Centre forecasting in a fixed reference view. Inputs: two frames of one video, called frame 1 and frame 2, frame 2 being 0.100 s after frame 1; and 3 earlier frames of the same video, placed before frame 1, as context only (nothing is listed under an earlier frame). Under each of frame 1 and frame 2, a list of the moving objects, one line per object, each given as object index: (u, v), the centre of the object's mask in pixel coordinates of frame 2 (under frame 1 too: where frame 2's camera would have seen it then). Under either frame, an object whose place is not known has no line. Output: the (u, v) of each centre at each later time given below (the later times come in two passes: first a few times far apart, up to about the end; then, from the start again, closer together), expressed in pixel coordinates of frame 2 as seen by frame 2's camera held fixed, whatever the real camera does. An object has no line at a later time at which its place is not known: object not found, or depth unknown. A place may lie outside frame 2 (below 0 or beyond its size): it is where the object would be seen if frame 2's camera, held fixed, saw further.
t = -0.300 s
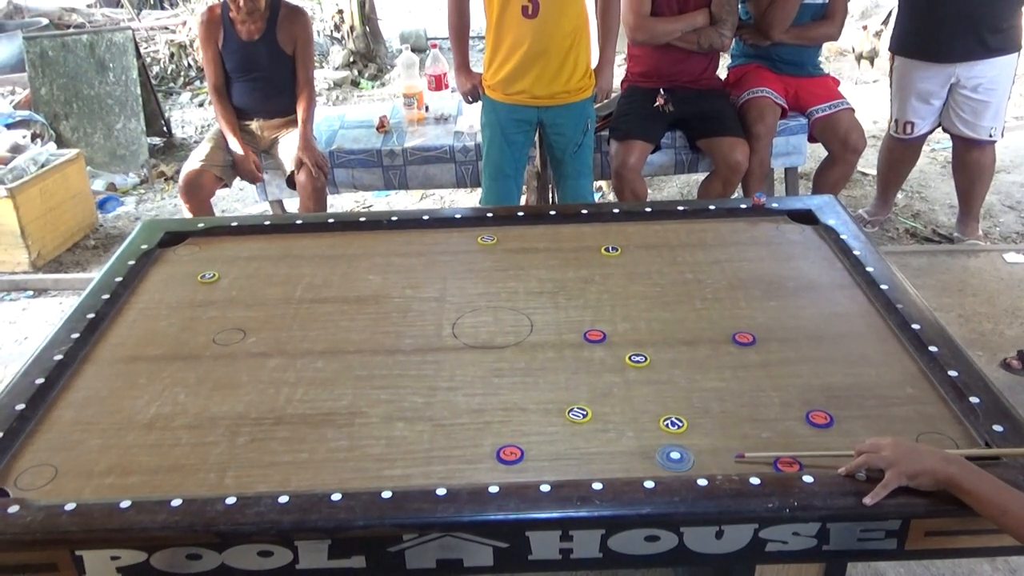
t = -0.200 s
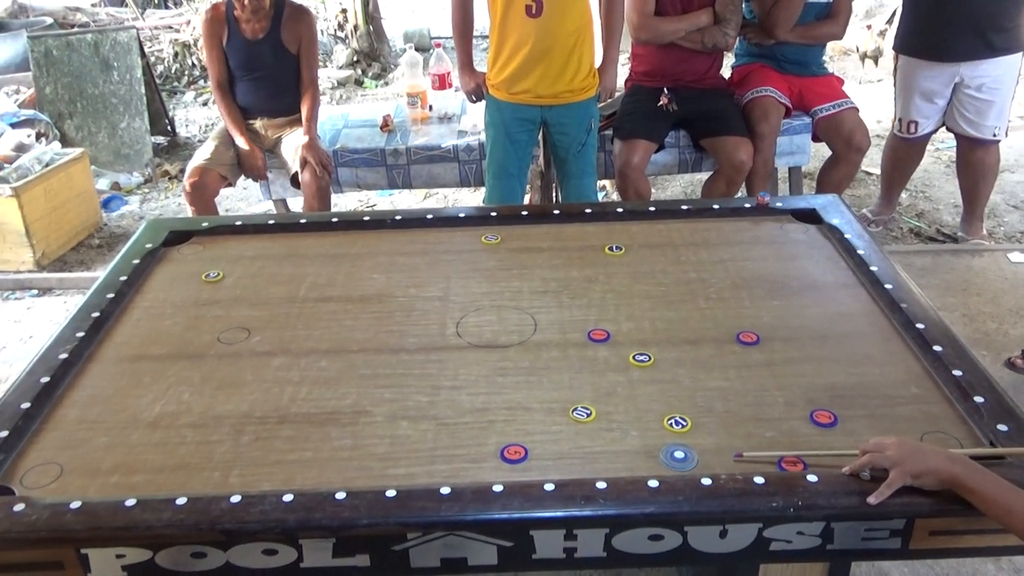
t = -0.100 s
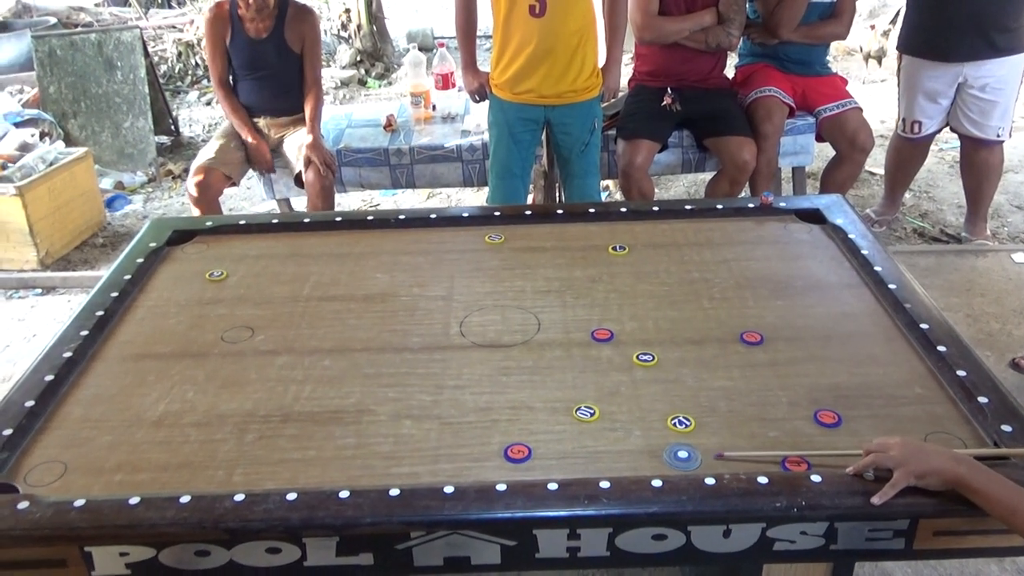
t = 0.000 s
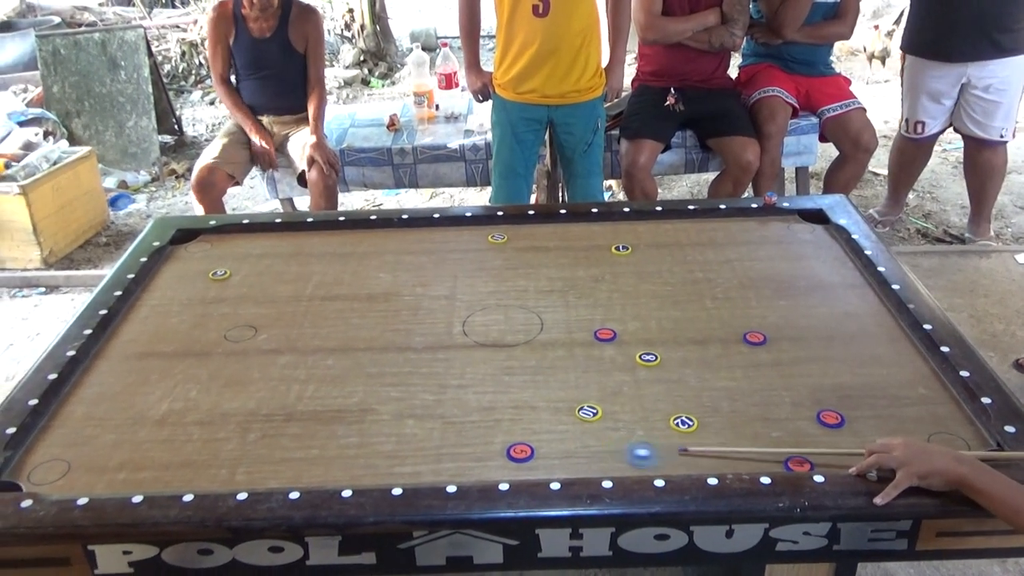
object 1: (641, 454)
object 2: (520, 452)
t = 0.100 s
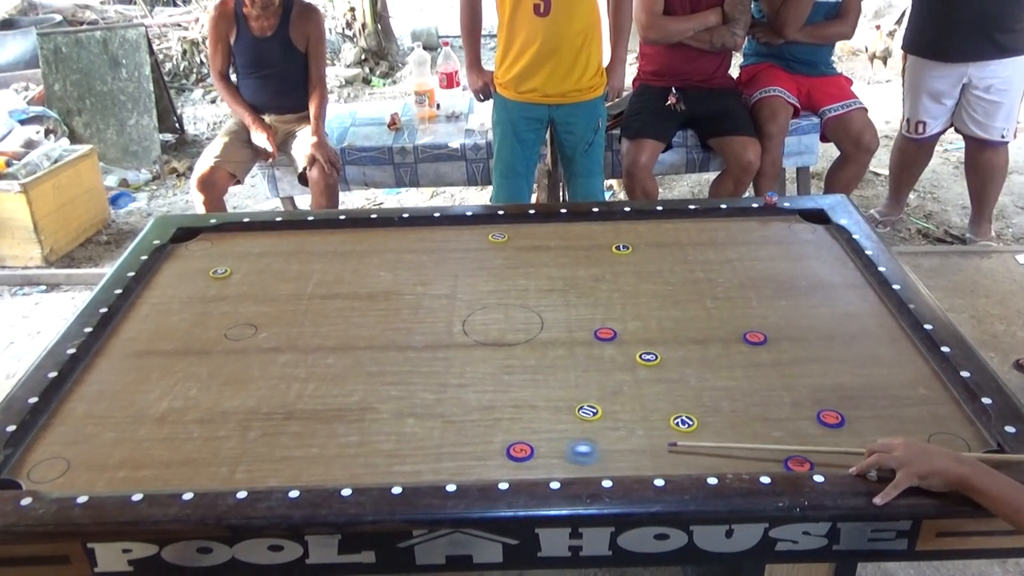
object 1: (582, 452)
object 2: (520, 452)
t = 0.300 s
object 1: (512, 445)
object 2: (410, 458)
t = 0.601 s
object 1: (455, 441)
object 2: (209, 469)
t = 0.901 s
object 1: (430, 440)
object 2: (45, 477)
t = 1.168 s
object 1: (428, 439)
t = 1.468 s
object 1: (428, 439)
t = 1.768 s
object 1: (428, 439)
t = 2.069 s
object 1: (428, 439)
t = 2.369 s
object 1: (428, 439)
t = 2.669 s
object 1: (423, 437)
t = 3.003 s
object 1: (432, 438)
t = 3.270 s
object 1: (429, 439)
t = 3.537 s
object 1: (428, 439)
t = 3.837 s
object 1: (428, 439)
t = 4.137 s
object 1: (428, 439)
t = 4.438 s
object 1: (428, 439)
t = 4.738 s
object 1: (428, 439)
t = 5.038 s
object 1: (428, 439)
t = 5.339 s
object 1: (428, 439)
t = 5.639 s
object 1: (428, 439)
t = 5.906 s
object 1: (427, 439)
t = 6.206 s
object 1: (428, 439)
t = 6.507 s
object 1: (428, 439)
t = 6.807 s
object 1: (428, 439)
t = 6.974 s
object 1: (428, 439)
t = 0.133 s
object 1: (565, 450)
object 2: (520, 452)
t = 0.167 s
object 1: (548, 450)
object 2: (512, 452)
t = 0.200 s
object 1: (539, 448)
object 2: (485, 454)
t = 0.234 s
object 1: (529, 447)
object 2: (460, 455)
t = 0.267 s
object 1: (521, 447)
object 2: (434, 457)
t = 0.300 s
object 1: (512, 445)
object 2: (410, 458)
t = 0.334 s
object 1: (504, 444)
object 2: (386, 460)
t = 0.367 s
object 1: (498, 444)
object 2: (362, 461)
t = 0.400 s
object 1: (490, 443)
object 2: (339, 462)
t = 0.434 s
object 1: (483, 442)
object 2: (316, 464)
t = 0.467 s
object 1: (476, 442)
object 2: (294, 465)
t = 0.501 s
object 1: (470, 441)
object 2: (272, 466)
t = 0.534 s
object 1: (465, 441)
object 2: (250, 467)
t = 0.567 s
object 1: (461, 441)
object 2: (230, 468)
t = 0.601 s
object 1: (455, 441)
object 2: (209, 469)
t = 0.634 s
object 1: (450, 441)
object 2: (190, 470)
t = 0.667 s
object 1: (446, 441)
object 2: (170, 471)
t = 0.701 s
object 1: (443, 441)
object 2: (151, 472)
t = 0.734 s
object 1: (440, 441)
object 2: (133, 473)
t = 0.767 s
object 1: (437, 440)
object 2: (114, 474)
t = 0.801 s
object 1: (435, 440)
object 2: (97, 475)
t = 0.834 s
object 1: (433, 440)
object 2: (79, 476)
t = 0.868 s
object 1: (431, 440)
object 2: (62, 477)
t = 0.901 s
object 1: (430, 440)
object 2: (45, 477)
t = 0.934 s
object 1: (429, 439)
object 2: (30, 478)
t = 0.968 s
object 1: (429, 439)
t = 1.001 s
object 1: (428, 439)
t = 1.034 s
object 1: (428, 439)
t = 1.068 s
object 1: (428, 439)
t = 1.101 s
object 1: (428, 439)
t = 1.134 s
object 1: (428, 439)
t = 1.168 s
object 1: (428, 439)
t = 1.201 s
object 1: (428, 439)
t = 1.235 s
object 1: (428, 439)
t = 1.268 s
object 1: (428, 439)
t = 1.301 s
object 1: (428, 439)
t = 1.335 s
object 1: (428, 439)
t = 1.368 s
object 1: (428, 439)
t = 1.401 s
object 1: (428, 439)
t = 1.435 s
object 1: (428, 439)
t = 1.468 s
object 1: (428, 439)
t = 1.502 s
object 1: (428, 439)
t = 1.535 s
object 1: (428, 439)
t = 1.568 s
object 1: (428, 439)
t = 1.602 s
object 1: (428, 439)
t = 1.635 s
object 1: (428, 439)
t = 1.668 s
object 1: (428, 439)
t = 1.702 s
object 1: (428, 439)
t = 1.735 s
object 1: (428, 439)
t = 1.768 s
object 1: (428, 439)
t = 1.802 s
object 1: (428, 439)
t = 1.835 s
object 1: (428, 439)
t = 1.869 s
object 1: (428, 439)
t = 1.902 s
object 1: (428, 439)
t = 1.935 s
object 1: (428, 439)
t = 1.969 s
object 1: (428, 439)
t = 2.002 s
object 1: (428, 439)
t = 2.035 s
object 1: (428, 439)
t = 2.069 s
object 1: (428, 439)
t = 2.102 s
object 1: (428, 439)
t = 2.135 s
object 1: (428, 439)
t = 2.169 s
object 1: (428, 439)
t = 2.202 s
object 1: (428, 439)
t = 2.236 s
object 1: (428, 439)
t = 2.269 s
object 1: (428, 439)
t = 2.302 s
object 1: (428, 439)
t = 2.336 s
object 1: (428, 439)
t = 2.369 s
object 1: (428, 439)
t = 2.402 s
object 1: (428, 439)
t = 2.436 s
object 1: (428, 439)
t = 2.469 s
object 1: (428, 439)
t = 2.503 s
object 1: (428, 439)
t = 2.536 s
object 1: (428, 439)
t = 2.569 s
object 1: (428, 439)
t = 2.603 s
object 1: (428, 439)
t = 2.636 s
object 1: (428, 439)
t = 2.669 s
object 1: (423, 437)
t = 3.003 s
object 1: (432, 438)
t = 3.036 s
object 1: (428, 439)
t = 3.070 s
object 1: (429, 439)
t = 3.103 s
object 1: (429, 439)
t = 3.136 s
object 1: (429, 439)
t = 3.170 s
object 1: (429, 439)
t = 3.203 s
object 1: (429, 439)
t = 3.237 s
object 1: (429, 439)
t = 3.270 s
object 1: (429, 439)
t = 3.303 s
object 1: (429, 439)
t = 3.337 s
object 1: (429, 439)
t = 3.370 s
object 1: (429, 439)
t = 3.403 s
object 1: (429, 439)
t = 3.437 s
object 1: (429, 439)
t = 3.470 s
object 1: (429, 439)
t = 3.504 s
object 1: (428, 439)
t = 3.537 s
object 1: (428, 439)
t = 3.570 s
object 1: (428, 439)
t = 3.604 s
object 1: (428, 439)
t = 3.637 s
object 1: (428, 439)
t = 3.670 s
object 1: (428, 439)
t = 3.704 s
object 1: (428, 439)
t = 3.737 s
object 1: (428, 439)
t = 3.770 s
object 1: (428, 439)
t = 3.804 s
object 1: (428, 439)
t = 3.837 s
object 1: (428, 439)
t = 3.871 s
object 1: (428, 439)
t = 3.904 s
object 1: (428, 439)
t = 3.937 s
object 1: (428, 439)
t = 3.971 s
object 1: (428, 439)
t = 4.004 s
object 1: (428, 439)
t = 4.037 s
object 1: (428, 439)
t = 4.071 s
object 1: (428, 439)
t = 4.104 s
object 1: (428, 439)
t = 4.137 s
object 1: (428, 439)
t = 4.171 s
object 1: (428, 439)
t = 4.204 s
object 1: (428, 439)
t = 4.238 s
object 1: (428, 439)
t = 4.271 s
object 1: (428, 439)
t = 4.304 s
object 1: (428, 439)
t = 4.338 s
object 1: (428, 439)
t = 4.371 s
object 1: (428, 439)
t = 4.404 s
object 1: (428, 439)
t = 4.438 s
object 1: (428, 439)
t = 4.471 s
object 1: (428, 439)
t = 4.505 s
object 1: (428, 439)
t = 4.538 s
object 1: (428, 439)
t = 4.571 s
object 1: (428, 439)
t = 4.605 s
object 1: (428, 439)
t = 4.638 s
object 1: (428, 439)
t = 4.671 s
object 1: (428, 439)
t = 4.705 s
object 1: (428, 439)
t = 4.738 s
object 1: (428, 439)
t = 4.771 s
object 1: (428, 439)
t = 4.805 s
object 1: (428, 439)
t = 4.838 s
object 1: (428, 439)
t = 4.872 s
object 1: (428, 439)
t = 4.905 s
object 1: (428, 439)
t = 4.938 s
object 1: (428, 439)
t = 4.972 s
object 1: (428, 439)
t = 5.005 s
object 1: (428, 439)
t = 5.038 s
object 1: (428, 439)
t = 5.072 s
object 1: (428, 439)
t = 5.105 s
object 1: (428, 439)
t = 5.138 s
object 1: (428, 439)
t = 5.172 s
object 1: (428, 439)
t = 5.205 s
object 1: (428, 439)
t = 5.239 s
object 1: (428, 439)
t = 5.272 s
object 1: (428, 439)
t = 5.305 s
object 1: (428, 439)
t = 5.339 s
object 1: (428, 439)
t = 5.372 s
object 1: (428, 439)
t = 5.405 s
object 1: (427, 439)
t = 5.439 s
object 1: (428, 439)
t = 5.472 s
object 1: (428, 439)
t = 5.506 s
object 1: (428, 439)
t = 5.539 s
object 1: (428, 439)
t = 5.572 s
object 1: (428, 439)
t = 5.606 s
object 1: (428, 439)
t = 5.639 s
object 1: (428, 439)
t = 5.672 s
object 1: (428, 439)
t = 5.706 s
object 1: (428, 439)
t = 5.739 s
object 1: (428, 439)
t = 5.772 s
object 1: (428, 439)
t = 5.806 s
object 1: (427, 439)
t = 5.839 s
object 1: (428, 439)
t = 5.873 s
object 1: (428, 439)
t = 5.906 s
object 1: (427, 439)
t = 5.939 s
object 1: (428, 439)
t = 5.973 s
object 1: (428, 439)
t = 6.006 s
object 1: (428, 439)
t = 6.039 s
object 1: (428, 439)
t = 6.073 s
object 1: (428, 439)
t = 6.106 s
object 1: (428, 439)
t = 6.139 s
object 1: (428, 439)
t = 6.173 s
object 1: (428, 439)
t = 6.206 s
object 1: (428, 439)
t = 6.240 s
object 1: (428, 439)
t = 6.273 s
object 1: (428, 439)
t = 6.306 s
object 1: (428, 439)
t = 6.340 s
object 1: (428, 439)
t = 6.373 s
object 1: (428, 439)
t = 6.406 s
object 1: (428, 439)
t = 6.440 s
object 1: (428, 439)
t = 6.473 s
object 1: (428, 439)
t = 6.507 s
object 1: (428, 439)
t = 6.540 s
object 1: (428, 439)
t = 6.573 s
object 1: (428, 439)
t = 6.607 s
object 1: (428, 439)
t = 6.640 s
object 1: (428, 439)
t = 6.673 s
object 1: (428, 439)
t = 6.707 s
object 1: (428, 439)
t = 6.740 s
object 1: (428, 439)
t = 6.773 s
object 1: (428, 439)
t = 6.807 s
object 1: (428, 439)
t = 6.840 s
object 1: (428, 439)
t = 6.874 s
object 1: (428, 439)
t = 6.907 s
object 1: (428, 439)
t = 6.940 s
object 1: (428, 439)
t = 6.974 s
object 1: (428, 439)
